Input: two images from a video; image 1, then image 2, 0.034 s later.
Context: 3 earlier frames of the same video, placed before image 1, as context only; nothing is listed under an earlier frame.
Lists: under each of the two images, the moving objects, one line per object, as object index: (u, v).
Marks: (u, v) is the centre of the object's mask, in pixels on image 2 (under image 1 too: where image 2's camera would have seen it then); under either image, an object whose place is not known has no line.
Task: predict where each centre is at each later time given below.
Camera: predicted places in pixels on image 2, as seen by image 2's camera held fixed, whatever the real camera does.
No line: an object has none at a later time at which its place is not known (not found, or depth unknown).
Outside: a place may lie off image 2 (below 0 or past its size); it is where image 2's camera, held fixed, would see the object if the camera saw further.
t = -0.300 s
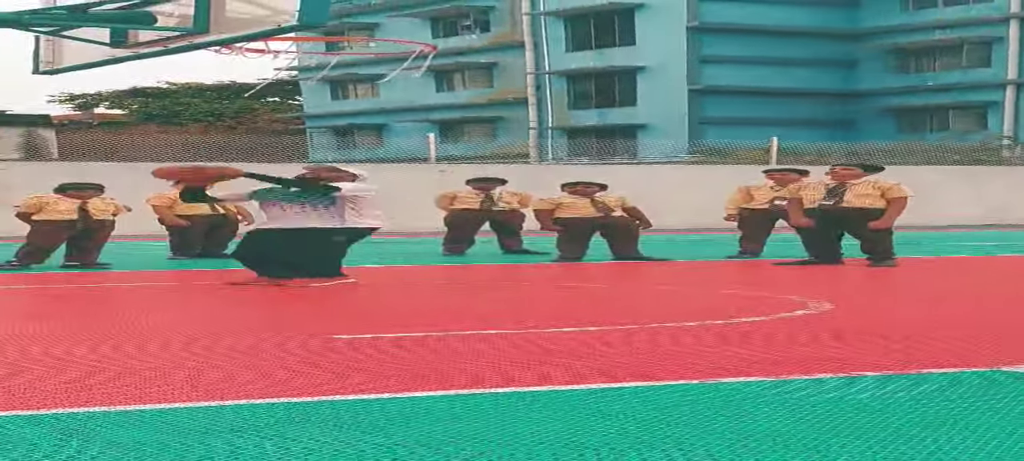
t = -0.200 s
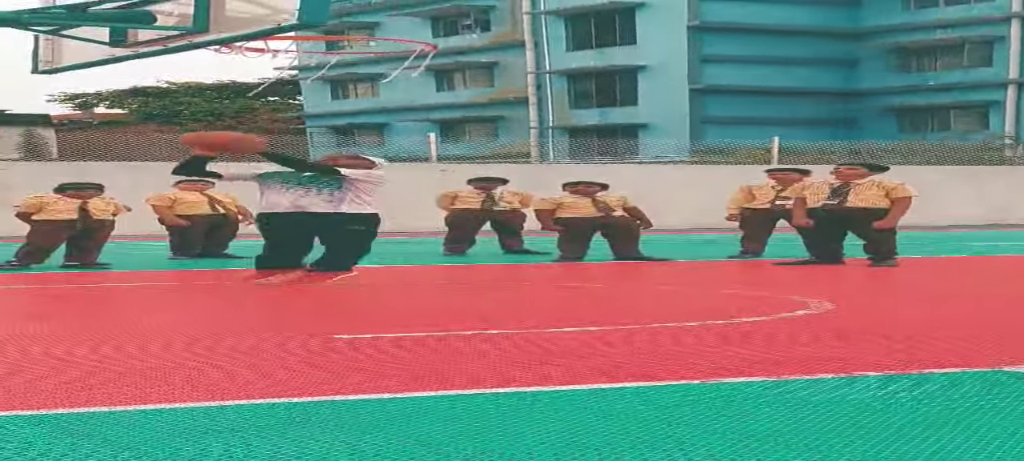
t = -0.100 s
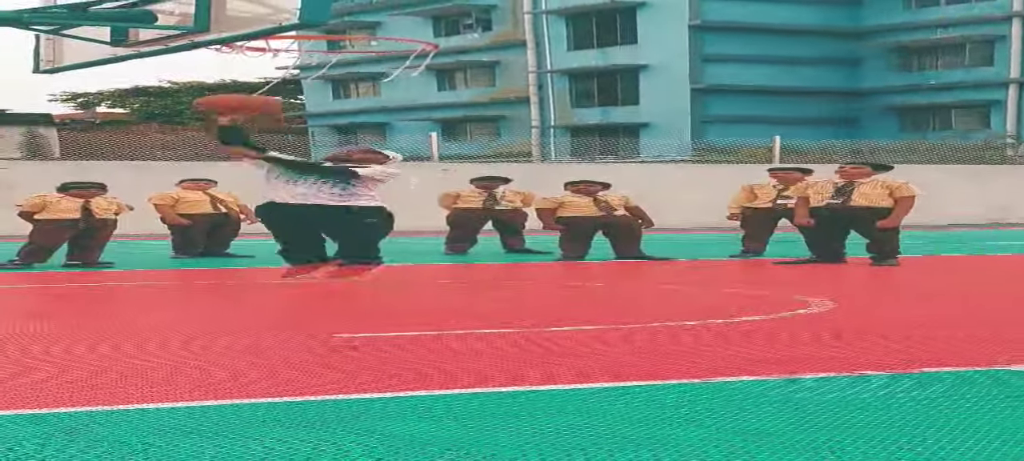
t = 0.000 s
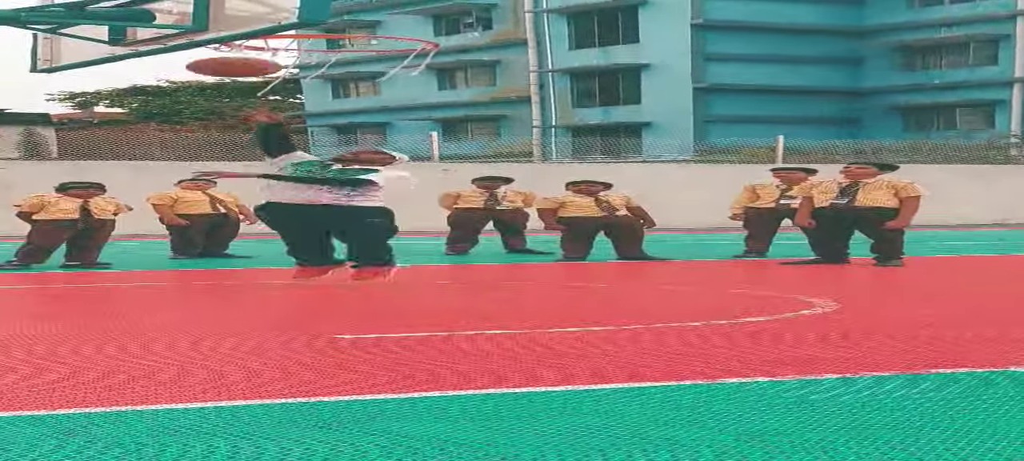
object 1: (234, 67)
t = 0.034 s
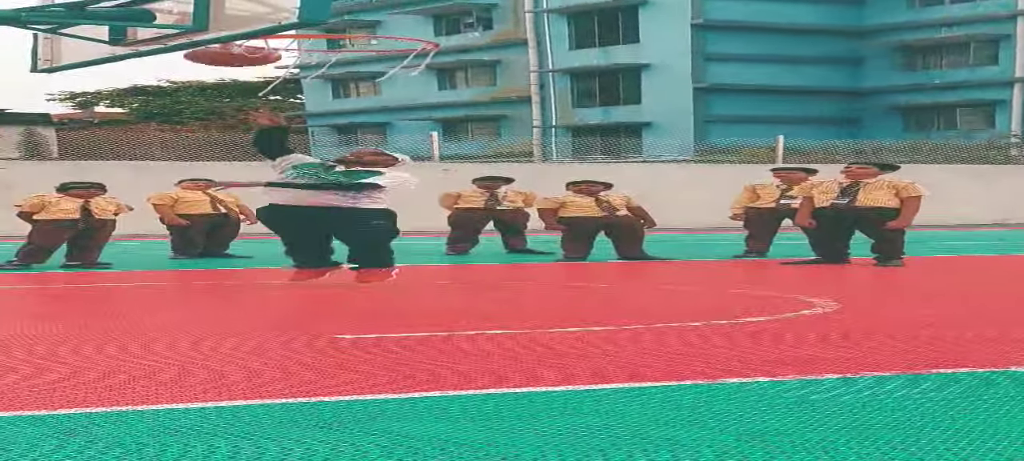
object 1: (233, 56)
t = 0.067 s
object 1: (240, 48)
